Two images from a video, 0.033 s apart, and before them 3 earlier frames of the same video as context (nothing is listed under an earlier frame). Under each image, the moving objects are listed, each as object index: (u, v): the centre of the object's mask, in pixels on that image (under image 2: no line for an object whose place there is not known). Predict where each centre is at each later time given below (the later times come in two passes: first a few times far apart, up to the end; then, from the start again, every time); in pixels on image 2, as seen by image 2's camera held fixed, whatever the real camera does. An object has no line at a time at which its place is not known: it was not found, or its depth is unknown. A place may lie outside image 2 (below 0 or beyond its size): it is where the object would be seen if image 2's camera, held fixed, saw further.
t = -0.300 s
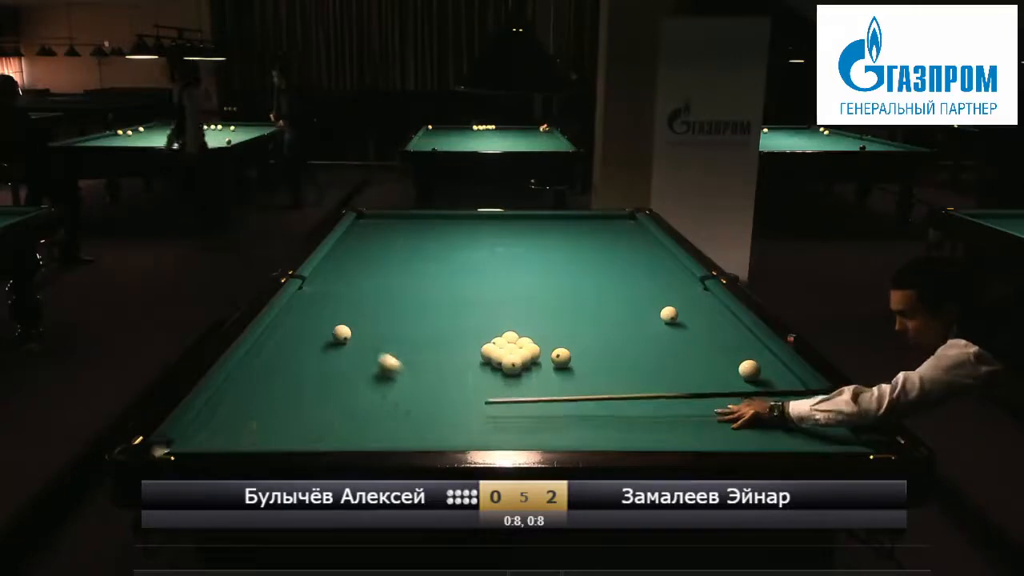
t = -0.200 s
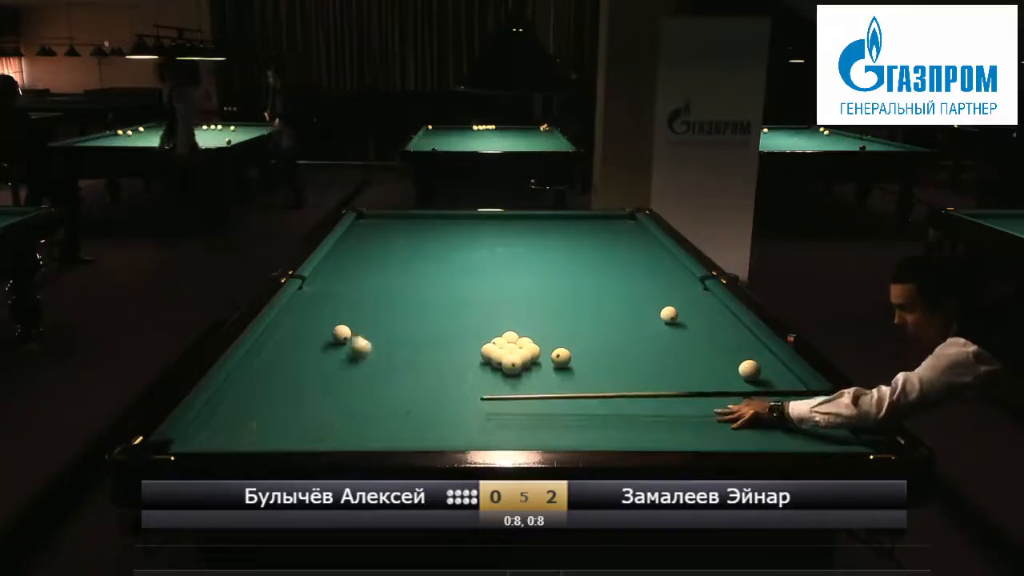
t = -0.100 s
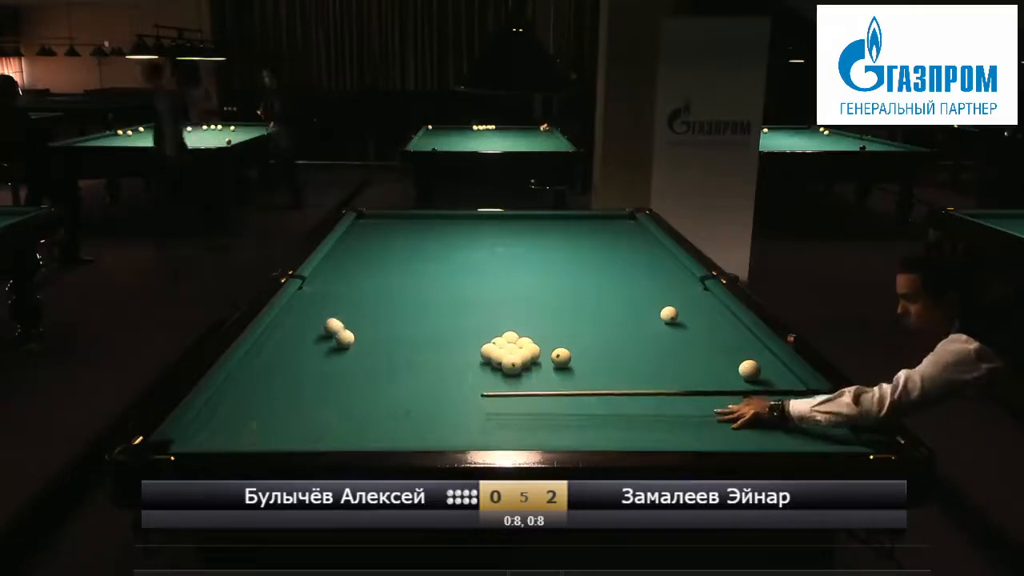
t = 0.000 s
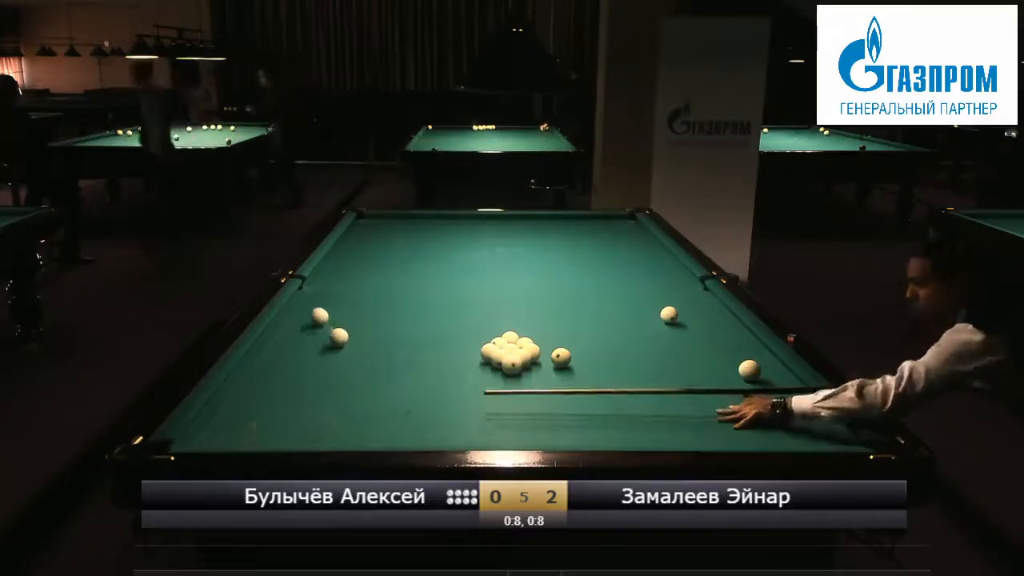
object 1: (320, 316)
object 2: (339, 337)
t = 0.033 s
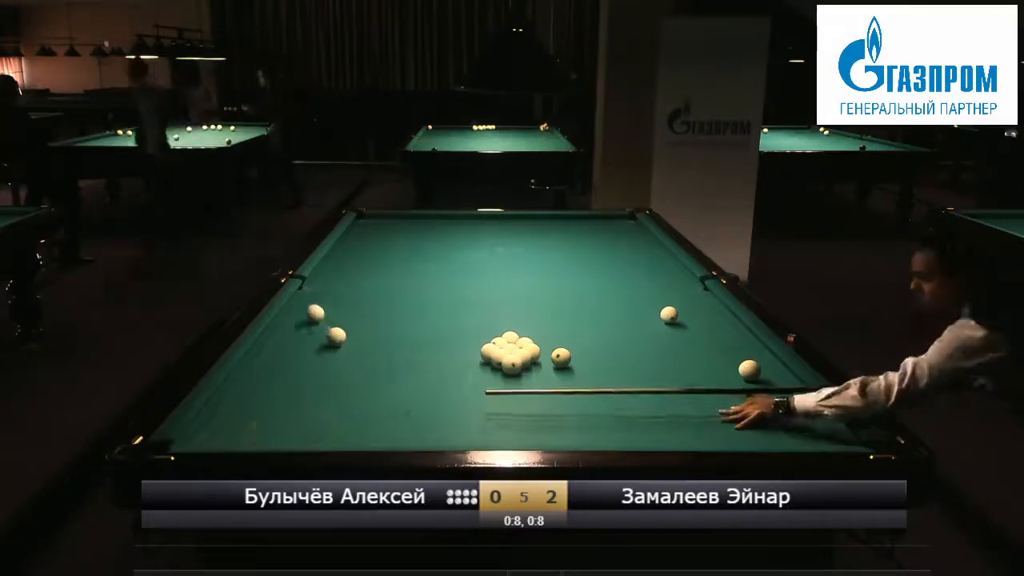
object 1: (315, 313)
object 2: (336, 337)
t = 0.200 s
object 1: (299, 300)
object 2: (323, 332)
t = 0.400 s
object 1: (321, 289)
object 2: (310, 326)
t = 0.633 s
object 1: (344, 278)
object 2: (294, 320)
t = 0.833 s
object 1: (363, 270)
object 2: (287, 315)
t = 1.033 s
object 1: (380, 262)
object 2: (299, 309)
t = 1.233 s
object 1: (396, 255)
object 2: (310, 304)
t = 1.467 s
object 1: (412, 248)
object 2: (323, 298)
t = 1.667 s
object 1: (425, 243)
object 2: (332, 293)
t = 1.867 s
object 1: (437, 237)
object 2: (341, 289)
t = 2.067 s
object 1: (448, 232)
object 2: (350, 285)
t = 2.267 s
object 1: (458, 228)
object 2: (358, 282)
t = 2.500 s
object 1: (469, 222)
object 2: (367, 278)
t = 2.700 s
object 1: (478, 219)
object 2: (374, 275)
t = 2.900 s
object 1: (485, 216)
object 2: (381, 272)
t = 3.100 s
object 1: (491, 217)
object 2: (387, 270)
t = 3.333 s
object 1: (497, 220)
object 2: (394, 267)
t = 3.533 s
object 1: (502, 222)
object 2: (399, 264)
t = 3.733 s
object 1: (508, 224)
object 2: (405, 262)
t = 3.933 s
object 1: (512, 226)
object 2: (409, 261)
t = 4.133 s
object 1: (517, 228)
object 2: (413, 259)
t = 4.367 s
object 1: (523, 231)
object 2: (418, 257)
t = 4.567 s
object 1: (528, 233)
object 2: (421, 256)
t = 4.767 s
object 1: (532, 235)
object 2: (425, 255)
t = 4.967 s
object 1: (536, 237)
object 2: (428, 254)
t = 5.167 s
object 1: (540, 238)
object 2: (432, 253)
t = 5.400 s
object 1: (545, 240)
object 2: (434, 252)
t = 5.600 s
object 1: (549, 242)
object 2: (437, 251)
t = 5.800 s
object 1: (553, 243)
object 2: (439, 250)
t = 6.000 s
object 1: (556, 245)
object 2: (441, 250)
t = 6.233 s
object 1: (560, 246)
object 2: (443, 249)
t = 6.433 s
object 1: (563, 247)
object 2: (444, 249)
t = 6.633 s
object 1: (566, 248)
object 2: (444, 249)
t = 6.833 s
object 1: (568, 249)
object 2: (445, 249)
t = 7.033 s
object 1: (571, 250)
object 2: (445, 249)
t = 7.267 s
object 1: (573, 251)
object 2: (445, 249)
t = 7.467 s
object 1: (575, 252)
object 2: (445, 249)
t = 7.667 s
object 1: (576, 253)
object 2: (445, 249)
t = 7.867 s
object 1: (577, 253)
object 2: (445, 249)
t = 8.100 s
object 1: (578, 253)
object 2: (445, 249)
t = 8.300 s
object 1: (578, 253)
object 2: (445, 249)
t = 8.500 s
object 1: (579, 253)
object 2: (445, 249)
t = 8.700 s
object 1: (579, 253)
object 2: (445, 249)
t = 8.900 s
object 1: (579, 253)
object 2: (445, 249)
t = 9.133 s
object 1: (579, 254)
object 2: (445, 249)
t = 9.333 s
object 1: (579, 254)
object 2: (445, 249)
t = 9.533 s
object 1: (579, 253)
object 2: (445, 249)
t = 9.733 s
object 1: (579, 253)
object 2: (445, 249)
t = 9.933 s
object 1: (579, 253)
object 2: (445, 249)
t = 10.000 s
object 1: (579, 253)
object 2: (445, 249)
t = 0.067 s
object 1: (312, 310)
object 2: (333, 335)
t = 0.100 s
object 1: (308, 307)
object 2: (331, 335)
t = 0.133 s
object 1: (305, 305)
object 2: (328, 334)
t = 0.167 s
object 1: (302, 302)
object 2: (326, 333)
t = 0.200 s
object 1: (299, 300)
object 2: (323, 332)
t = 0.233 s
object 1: (301, 298)
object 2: (321, 331)
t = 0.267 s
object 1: (307, 296)
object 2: (319, 330)
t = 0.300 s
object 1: (310, 294)
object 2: (317, 329)
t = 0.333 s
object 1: (314, 293)
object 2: (314, 328)
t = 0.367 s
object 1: (317, 291)
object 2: (312, 327)
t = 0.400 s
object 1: (321, 289)
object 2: (310, 326)
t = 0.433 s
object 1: (324, 287)
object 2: (307, 325)
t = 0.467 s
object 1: (328, 286)
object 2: (305, 324)
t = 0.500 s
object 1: (332, 285)
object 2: (303, 323)
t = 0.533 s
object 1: (335, 283)
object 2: (301, 323)
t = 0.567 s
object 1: (338, 281)
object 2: (298, 322)
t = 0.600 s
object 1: (341, 280)
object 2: (297, 321)
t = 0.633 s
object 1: (344, 278)
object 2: (294, 320)
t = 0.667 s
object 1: (348, 277)
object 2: (292, 320)
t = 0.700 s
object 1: (352, 275)
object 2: (290, 319)
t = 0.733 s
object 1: (355, 274)
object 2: (288, 318)
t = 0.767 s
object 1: (357, 273)
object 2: (286, 317)
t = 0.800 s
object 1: (360, 271)
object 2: (285, 316)
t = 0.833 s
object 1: (363, 270)
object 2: (287, 315)
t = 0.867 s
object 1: (366, 269)
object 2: (289, 314)
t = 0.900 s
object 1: (369, 267)
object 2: (291, 313)
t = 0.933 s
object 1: (372, 266)
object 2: (293, 312)
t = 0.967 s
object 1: (375, 265)
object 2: (295, 311)
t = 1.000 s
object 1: (378, 264)
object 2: (297, 310)
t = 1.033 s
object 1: (380, 262)
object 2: (299, 309)
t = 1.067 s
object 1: (382, 261)
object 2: (301, 308)
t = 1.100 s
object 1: (385, 260)
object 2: (303, 307)
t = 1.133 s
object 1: (388, 259)
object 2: (305, 306)
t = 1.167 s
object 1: (391, 258)
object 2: (306, 306)
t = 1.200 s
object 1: (393, 257)
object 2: (308, 305)
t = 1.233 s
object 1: (396, 255)
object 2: (310, 304)
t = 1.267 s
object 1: (398, 254)
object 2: (312, 303)
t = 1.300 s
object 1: (401, 253)
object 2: (314, 302)
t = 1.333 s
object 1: (403, 252)
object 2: (316, 301)
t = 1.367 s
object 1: (405, 251)
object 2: (317, 300)
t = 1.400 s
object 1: (407, 250)
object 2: (319, 300)
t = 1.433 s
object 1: (410, 249)
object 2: (321, 299)
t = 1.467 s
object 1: (412, 248)
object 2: (323, 298)
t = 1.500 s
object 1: (414, 247)
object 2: (324, 297)
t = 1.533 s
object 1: (416, 246)
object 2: (326, 296)
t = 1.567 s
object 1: (419, 246)
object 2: (327, 295)
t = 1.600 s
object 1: (421, 244)
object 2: (329, 294)
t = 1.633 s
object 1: (423, 243)
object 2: (331, 294)
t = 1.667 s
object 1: (425, 243)
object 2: (332, 293)
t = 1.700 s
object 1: (427, 242)
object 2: (333, 292)
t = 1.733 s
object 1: (429, 241)
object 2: (335, 292)
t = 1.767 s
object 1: (431, 240)
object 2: (337, 291)
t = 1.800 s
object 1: (433, 239)
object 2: (339, 290)
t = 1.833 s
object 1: (435, 238)
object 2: (340, 290)
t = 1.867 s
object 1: (437, 237)
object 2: (341, 289)
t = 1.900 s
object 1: (438, 236)
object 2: (343, 288)
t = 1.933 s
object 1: (441, 236)
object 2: (344, 287)
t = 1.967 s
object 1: (442, 235)
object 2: (346, 287)
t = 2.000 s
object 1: (444, 234)
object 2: (347, 286)
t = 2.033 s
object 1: (446, 233)
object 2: (349, 286)
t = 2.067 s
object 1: (448, 232)
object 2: (350, 285)
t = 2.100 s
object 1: (450, 232)
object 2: (351, 284)
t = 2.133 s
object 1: (451, 231)
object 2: (353, 284)
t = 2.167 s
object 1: (453, 230)
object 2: (354, 283)
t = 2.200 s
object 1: (455, 229)
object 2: (355, 283)
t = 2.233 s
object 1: (456, 229)
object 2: (357, 282)
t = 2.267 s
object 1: (458, 228)
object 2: (358, 282)
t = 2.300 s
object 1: (459, 227)
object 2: (359, 281)
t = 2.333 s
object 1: (461, 226)
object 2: (360, 281)
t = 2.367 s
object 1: (463, 225)
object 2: (362, 280)
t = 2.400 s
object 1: (464, 225)
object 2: (363, 280)
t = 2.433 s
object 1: (466, 224)
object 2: (364, 279)
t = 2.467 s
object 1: (467, 223)
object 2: (365, 279)
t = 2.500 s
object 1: (469, 222)
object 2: (367, 278)
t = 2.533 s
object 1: (470, 222)
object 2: (368, 278)
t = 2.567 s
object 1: (472, 221)
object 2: (369, 277)
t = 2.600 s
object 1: (473, 221)
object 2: (370, 277)
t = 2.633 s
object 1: (475, 220)
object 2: (371, 276)
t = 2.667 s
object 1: (476, 219)
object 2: (373, 276)
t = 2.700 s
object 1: (478, 219)
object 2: (374, 275)
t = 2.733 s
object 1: (479, 218)
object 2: (375, 274)
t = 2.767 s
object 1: (480, 218)
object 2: (376, 274)
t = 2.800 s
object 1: (482, 217)
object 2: (377, 274)
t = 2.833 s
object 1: (483, 216)
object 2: (379, 273)
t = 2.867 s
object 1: (484, 216)
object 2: (380, 273)
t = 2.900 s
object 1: (485, 216)
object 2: (381, 272)
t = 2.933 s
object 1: (486, 216)
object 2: (382, 272)
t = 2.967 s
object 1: (487, 216)
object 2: (383, 271)
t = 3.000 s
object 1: (488, 216)
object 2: (384, 271)
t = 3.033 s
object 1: (489, 217)
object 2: (385, 270)
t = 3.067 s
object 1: (490, 217)
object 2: (386, 270)
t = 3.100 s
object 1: (491, 217)
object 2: (387, 270)
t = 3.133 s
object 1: (492, 217)
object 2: (388, 269)
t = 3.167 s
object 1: (493, 218)
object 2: (389, 269)
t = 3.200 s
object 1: (493, 218)
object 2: (390, 268)
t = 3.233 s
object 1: (494, 219)
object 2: (391, 268)
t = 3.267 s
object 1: (495, 219)
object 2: (392, 267)
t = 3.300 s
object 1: (496, 219)
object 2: (393, 267)
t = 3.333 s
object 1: (497, 220)
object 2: (394, 267)
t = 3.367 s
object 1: (498, 220)
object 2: (394, 266)
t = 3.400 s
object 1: (499, 221)
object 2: (396, 266)
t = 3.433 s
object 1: (500, 221)
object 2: (396, 265)
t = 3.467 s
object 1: (500, 221)
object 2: (397, 265)
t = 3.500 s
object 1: (501, 221)
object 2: (398, 265)
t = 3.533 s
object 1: (502, 222)
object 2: (399, 264)
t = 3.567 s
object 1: (503, 222)
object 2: (400, 264)
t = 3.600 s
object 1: (504, 223)
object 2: (401, 264)
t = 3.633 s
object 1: (505, 223)
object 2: (402, 263)
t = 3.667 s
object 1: (506, 223)
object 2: (403, 263)
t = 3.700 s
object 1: (507, 224)
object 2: (404, 263)
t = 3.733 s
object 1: (508, 224)
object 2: (405, 262)
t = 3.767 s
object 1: (508, 224)
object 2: (405, 262)
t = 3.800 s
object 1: (509, 225)
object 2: (406, 262)
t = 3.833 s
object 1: (510, 225)
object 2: (407, 262)
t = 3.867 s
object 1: (511, 225)
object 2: (408, 261)
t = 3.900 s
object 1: (512, 226)
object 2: (408, 261)
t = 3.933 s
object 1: (512, 226)
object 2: (409, 261)
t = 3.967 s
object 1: (513, 226)
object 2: (410, 260)
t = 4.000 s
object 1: (514, 227)
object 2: (411, 260)
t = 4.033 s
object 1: (515, 227)
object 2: (411, 260)
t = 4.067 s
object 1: (516, 227)
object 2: (412, 259)
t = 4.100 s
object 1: (516, 227)
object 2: (413, 259)
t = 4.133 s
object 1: (517, 228)
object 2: (413, 259)
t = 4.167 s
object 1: (518, 229)
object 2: (414, 259)
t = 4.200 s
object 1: (519, 229)
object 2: (415, 258)
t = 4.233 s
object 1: (519, 229)
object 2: (415, 258)
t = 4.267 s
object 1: (520, 230)
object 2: (416, 258)
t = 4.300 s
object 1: (521, 230)
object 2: (417, 258)
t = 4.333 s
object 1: (522, 230)
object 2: (417, 257)
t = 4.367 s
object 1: (523, 231)
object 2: (418, 257)
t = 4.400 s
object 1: (524, 231)
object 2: (419, 257)
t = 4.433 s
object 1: (524, 231)
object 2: (419, 257)
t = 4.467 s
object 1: (525, 232)
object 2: (420, 256)
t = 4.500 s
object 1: (526, 232)
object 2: (420, 256)
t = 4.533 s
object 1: (527, 233)
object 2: (421, 256)
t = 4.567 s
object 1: (528, 233)
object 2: (421, 256)
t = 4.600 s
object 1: (529, 233)
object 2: (422, 255)
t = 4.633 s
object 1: (529, 233)
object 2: (423, 256)
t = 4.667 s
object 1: (530, 234)
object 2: (423, 255)
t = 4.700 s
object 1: (531, 234)
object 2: (424, 255)
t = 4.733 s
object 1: (531, 234)
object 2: (425, 255)
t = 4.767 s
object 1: (532, 235)
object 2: (425, 255)
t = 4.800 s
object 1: (533, 235)
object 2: (426, 254)
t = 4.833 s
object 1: (534, 235)
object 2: (426, 254)
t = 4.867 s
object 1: (534, 235)
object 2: (427, 254)
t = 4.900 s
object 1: (535, 236)
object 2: (427, 254)
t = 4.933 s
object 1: (536, 236)
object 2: (428, 254)
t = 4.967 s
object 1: (536, 237)
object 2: (428, 254)
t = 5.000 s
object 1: (537, 237)
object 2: (429, 253)
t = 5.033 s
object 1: (538, 237)
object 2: (429, 253)
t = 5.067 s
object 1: (538, 238)
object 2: (430, 253)
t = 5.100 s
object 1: (539, 238)
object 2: (430, 253)
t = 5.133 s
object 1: (540, 238)
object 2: (431, 253)
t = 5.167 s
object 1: (540, 238)
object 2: (432, 253)
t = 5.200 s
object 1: (541, 238)
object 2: (432, 252)
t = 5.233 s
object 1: (542, 239)
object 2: (432, 252)
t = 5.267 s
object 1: (542, 239)
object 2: (433, 252)
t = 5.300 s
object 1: (543, 239)
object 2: (433, 252)
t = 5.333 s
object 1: (544, 240)
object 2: (434, 252)
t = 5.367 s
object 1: (545, 240)
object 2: (434, 252)
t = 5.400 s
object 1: (545, 240)
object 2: (434, 252)
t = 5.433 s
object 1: (546, 240)
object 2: (435, 252)
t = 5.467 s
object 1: (547, 241)
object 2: (435, 251)
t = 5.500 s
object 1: (547, 241)
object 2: (435, 251)
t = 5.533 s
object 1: (548, 241)
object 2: (436, 251)
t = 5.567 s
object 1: (548, 241)
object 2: (436, 251)
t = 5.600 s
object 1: (549, 242)
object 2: (437, 251)
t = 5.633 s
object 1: (550, 242)
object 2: (437, 251)
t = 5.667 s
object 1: (550, 242)
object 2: (437, 251)
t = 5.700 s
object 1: (551, 243)
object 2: (438, 251)
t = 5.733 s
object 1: (552, 243)
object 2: (438, 251)
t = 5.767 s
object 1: (552, 243)
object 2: (438, 251)
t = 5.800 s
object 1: (553, 243)
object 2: (439, 250)
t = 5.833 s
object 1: (553, 244)
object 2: (439, 250)
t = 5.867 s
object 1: (554, 244)
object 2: (440, 250)
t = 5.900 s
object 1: (554, 244)
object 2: (440, 250)
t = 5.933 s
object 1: (555, 244)
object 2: (440, 250)
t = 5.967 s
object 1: (556, 244)
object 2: (441, 250)
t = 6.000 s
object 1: (556, 245)
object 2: (441, 250)
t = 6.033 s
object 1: (557, 245)
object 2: (441, 250)
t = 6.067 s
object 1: (557, 245)
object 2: (441, 250)
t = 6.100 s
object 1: (558, 245)
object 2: (442, 250)
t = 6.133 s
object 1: (558, 245)
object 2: (442, 250)
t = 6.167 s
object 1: (559, 246)
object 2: (442, 250)
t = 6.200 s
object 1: (559, 246)
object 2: (443, 250)
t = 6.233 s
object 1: (560, 246)
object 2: (443, 249)
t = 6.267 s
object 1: (561, 246)
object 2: (443, 249)
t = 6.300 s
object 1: (561, 247)
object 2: (443, 249)
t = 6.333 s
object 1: (561, 247)
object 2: (443, 249)
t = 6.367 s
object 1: (562, 247)
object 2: (443, 249)
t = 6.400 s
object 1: (563, 247)
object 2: (443, 249)
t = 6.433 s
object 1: (563, 247)
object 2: (444, 249)
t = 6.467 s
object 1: (563, 247)
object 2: (444, 249)
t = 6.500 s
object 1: (564, 248)
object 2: (444, 249)
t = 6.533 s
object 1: (564, 248)
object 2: (444, 249)
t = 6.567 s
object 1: (565, 248)
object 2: (444, 249)
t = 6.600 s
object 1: (565, 248)
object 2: (444, 249)
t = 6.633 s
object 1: (566, 248)
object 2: (444, 249)
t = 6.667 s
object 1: (566, 248)
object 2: (445, 249)
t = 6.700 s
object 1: (567, 249)
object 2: (445, 249)
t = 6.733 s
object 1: (567, 249)
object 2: (445, 249)
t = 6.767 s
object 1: (568, 249)
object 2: (445, 249)
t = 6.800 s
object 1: (568, 249)
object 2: (445, 249)
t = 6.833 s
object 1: (568, 249)
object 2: (445, 249)
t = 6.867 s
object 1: (569, 250)
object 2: (445, 249)
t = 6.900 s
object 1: (569, 250)
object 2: (445, 249)
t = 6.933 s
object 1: (570, 250)
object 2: (445, 249)
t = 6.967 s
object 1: (570, 250)
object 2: (445, 249)
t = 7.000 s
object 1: (570, 250)
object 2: (445, 249)
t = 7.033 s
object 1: (571, 250)
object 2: (445, 249)
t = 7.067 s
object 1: (571, 250)
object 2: (445, 249)
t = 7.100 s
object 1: (572, 251)
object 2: (445, 249)
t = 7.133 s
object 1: (572, 251)
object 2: (445, 249)
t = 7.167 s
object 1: (572, 251)
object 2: (445, 249)
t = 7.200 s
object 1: (573, 251)
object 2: (445, 249)
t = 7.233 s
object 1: (573, 251)
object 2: (445, 249)
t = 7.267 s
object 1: (573, 251)
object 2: (445, 249)
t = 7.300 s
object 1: (574, 251)
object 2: (445, 249)
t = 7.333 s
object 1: (574, 252)
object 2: (445, 249)
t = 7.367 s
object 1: (574, 252)
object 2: (445, 249)
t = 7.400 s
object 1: (575, 252)
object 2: (445, 249)
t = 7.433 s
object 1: (575, 252)
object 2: (445, 249)
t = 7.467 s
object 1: (575, 252)
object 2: (445, 249)
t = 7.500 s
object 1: (575, 252)
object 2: (445, 249)
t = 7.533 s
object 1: (575, 252)
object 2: (445, 249)
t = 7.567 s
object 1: (575, 252)
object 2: (445, 249)
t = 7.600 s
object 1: (576, 252)
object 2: (445, 249)
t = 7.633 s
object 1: (576, 252)
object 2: (445, 249)
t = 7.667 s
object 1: (576, 253)
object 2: (445, 249)
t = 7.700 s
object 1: (576, 253)
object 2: (445, 249)
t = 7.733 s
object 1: (576, 253)
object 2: (445, 249)
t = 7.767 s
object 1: (577, 253)
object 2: (445, 249)
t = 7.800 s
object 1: (577, 253)
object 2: (445, 249)
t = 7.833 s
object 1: (577, 253)
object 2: (445, 249)
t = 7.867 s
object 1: (577, 253)
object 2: (445, 249)
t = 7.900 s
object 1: (577, 253)
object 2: (445, 249)
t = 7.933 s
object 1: (577, 253)
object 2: (445, 249)
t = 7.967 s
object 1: (578, 253)
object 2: (445, 249)
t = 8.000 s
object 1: (578, 253)
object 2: (445, 249)
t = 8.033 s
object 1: (578, 253)
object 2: (445, 249)
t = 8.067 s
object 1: (578, 253)
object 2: (445, 249)
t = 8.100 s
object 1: (578, 253)
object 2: (445, 249)
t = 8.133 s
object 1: (578, 253)
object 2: (445, 249)
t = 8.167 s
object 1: (578, 253)
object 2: (445, 249)
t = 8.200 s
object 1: (578, 253)
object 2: (445, 249)
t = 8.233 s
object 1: (578, 253)
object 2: (445, 249)
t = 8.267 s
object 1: (578, 253)
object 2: (445, 249)
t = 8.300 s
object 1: (578, 253)
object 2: (445, 249)
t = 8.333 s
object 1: (578, 254)
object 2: (445, 249)
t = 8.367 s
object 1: (579, 253)
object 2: (445, 249)
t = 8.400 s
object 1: (579, 253)
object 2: (445, 249)
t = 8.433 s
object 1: (579, 253)
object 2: (445, 249)
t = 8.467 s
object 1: (579, 253)
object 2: (445, 249)
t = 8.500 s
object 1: (579, 253)
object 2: (445, 249)
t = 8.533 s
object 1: (579, 254)
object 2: (445, 249)
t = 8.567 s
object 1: (579, 253)
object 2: (445, 249)
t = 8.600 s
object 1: (579, 253)
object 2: (445, 249)
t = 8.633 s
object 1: (579, 254)
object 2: (445, 249)
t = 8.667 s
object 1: (579, 253)
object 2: (445, 249)
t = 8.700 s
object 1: (579, 253)
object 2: (445, 249)
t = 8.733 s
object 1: (579, 253)
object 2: (445, 249)
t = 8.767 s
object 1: (579, 253)
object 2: (445, 249)
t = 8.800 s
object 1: (579, 253)
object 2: (445, 249)
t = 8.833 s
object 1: (579, 253)
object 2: (445, 249)
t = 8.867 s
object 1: (579, 253)
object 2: (445, 249)
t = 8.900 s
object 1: (579, 253)
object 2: (445, 249)
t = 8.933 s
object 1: (579, 253)
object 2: (445, 249)
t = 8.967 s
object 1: (579, 253)
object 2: (445, 249)
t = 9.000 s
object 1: (579, 253)
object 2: (445, 249)
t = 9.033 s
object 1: (579, 253)
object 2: (445, 249)
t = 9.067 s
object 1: (579, 254)
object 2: (445, 249)
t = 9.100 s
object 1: (579, 254)
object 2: (445, 249)
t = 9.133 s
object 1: (579, 254)
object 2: (445, 249)
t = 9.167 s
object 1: (579, 254)
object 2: (445, 249)
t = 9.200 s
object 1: (579, 254)
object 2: (445, 249)
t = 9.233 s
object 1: (579, 253)
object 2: (445, 249)
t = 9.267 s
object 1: (579, 254)
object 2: (445, 249)
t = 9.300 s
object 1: (579, 254)
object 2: (445, 249)
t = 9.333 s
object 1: (579, 254)
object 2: (445, 249)
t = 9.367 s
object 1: (579, 254)
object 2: (445, 249)
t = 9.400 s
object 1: (579, 254)
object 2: (445, 249)
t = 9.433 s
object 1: (579, 254)
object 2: (445, 249)
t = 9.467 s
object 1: (579, 253)
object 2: (445, 249)
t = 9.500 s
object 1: (579, 254)
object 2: (445, 249)
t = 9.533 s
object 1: (579, 253)
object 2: (445, 249)
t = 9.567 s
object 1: (579, 253)
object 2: (445, 249)
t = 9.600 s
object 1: (579, 253)
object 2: (445, 249)
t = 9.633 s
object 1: (579, 253)
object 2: (445, 249)
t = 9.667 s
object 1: (579, 253)
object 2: (445, 249)
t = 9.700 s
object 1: (579, 253)
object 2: (445, 249)
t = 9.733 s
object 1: (579, 253)
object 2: (445, 249)
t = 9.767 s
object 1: (579, 253)
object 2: (445, 249)
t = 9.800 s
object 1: (579, 253)
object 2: (445, 249)
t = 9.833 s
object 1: (579, 253)
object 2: (445, 249)
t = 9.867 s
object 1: (579, 253)
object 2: (445, 249)
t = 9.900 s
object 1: (579, 253)
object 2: (445, 249)
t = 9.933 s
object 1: (579, 253)
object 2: (445, 249)
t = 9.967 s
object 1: (579, 253)
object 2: (445, 249)
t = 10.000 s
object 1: (579, 253)
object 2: (445, 249)
